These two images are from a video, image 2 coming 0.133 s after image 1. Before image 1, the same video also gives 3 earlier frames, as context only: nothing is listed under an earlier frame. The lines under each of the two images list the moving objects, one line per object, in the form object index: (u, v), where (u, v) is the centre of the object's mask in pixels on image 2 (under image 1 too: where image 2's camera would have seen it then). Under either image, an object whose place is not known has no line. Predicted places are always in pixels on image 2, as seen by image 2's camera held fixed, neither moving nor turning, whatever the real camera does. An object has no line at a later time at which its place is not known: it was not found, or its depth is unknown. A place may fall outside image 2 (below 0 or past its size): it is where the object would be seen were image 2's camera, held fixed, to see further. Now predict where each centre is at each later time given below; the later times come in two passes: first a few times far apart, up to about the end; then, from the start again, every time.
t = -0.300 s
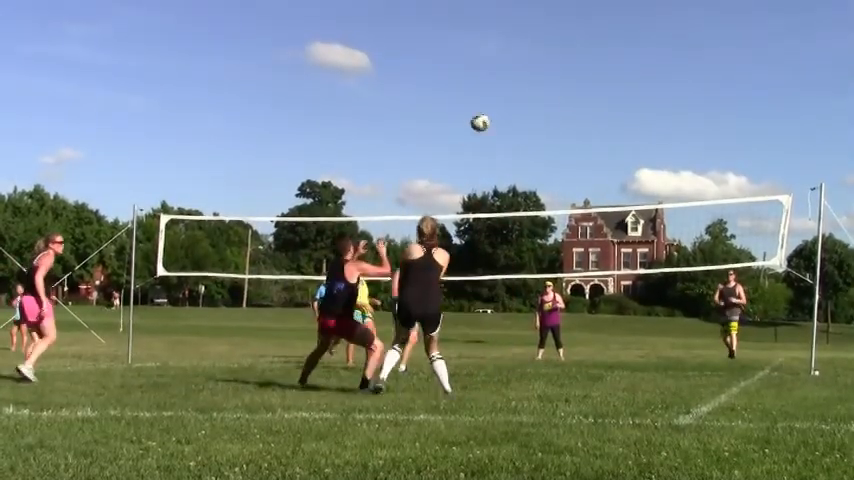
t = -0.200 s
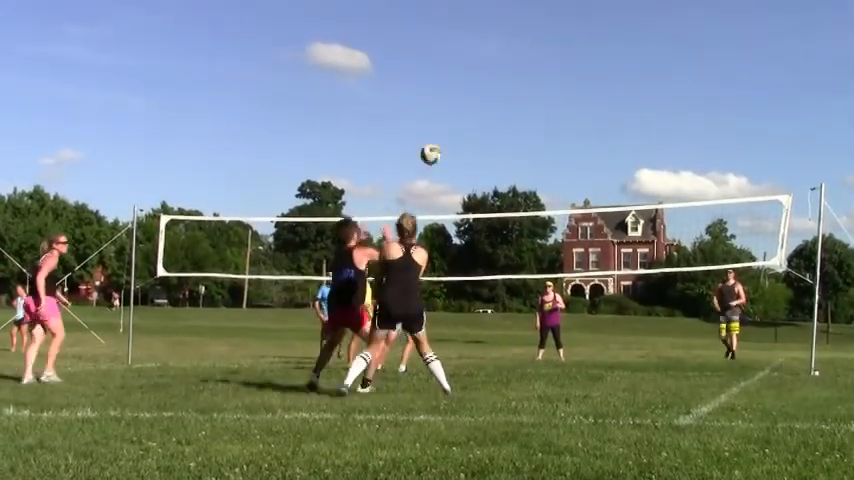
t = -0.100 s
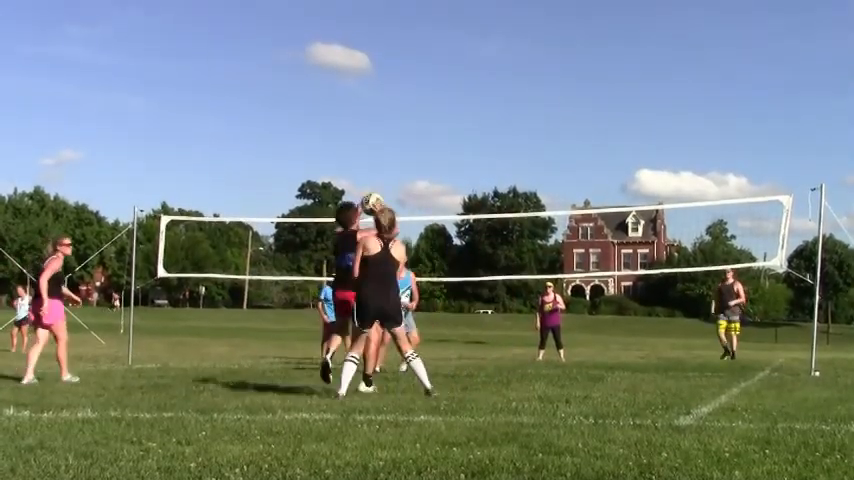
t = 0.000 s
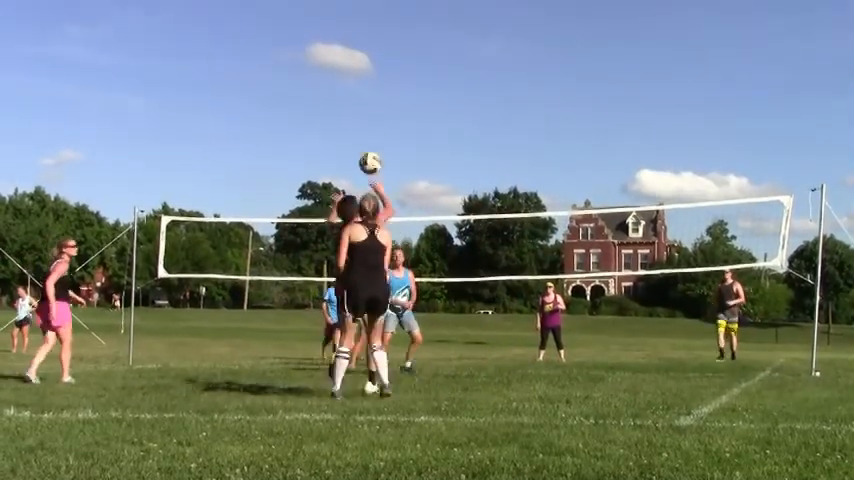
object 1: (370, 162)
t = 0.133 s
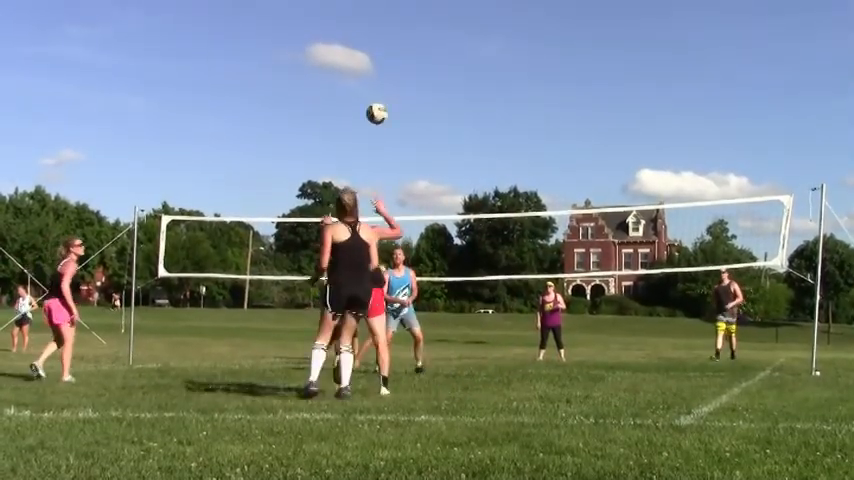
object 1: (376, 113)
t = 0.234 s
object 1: (381, 90)
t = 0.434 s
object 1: (388, 75)
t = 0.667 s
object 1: (396, 101)
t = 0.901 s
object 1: (402, 168)
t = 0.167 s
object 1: (378, 104)
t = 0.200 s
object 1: (379, 97)
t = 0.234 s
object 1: (381, 90)
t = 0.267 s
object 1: (382, 85)
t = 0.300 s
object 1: (384, 81)
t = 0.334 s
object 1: (385, 78)
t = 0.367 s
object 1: (386, 76)
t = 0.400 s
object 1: (387, 75)
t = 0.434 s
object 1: (388, 75)
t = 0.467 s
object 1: (389, 76)
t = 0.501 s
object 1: (391, 78)
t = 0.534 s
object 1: (392, 81)
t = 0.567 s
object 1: (392, 85)
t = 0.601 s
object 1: (393, 89)
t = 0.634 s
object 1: (395, 95)
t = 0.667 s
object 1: (396, 101)
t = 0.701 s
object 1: (397, 108)
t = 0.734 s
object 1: (397, 116)
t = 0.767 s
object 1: (398, 125)
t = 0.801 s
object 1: (399, 135)
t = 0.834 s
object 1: (400, 145)
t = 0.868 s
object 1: (401, 156)
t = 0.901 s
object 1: (402, 168)
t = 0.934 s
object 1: (403, 180)
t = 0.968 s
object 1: (404, 194)
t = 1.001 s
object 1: (405, 208)
